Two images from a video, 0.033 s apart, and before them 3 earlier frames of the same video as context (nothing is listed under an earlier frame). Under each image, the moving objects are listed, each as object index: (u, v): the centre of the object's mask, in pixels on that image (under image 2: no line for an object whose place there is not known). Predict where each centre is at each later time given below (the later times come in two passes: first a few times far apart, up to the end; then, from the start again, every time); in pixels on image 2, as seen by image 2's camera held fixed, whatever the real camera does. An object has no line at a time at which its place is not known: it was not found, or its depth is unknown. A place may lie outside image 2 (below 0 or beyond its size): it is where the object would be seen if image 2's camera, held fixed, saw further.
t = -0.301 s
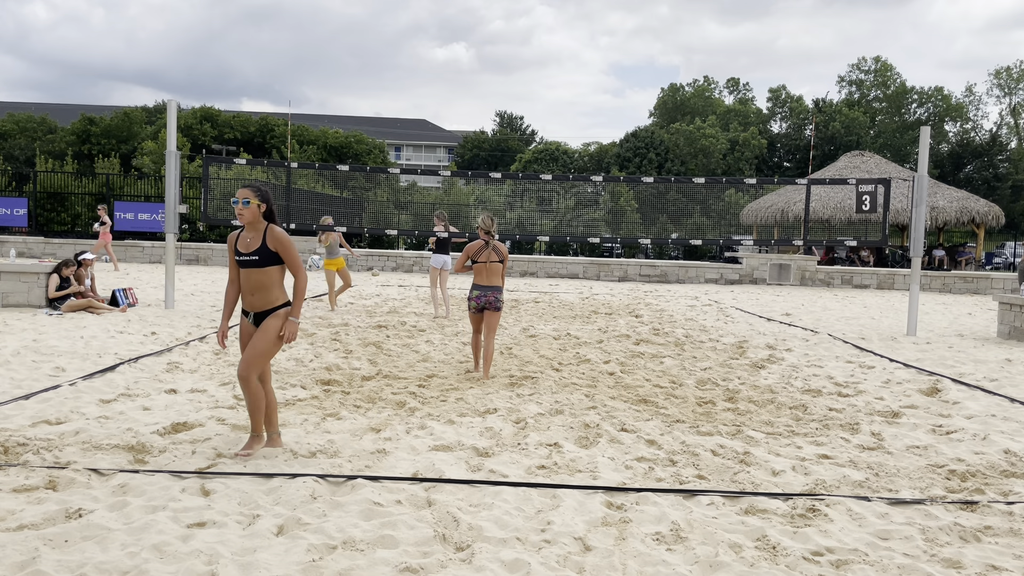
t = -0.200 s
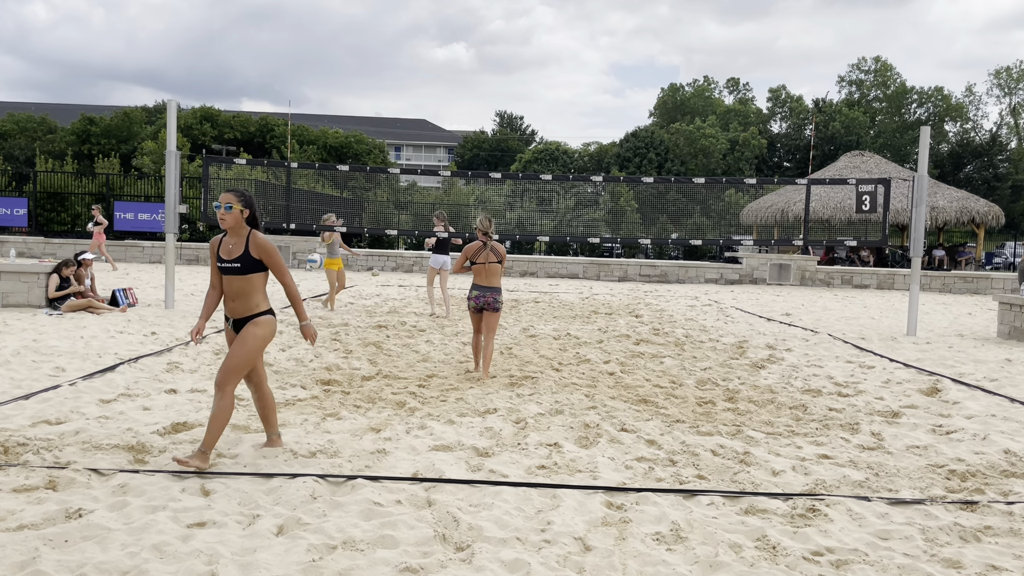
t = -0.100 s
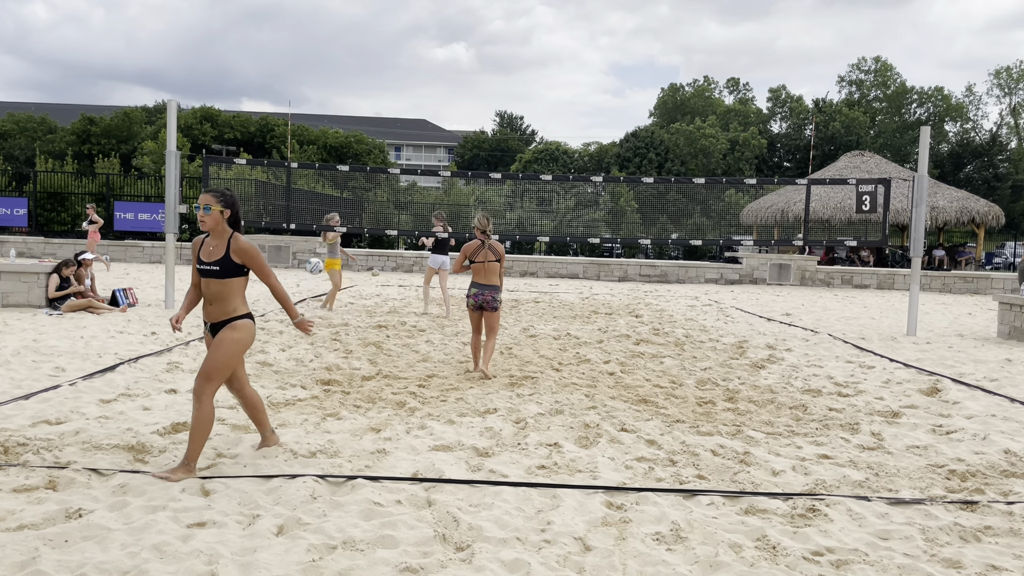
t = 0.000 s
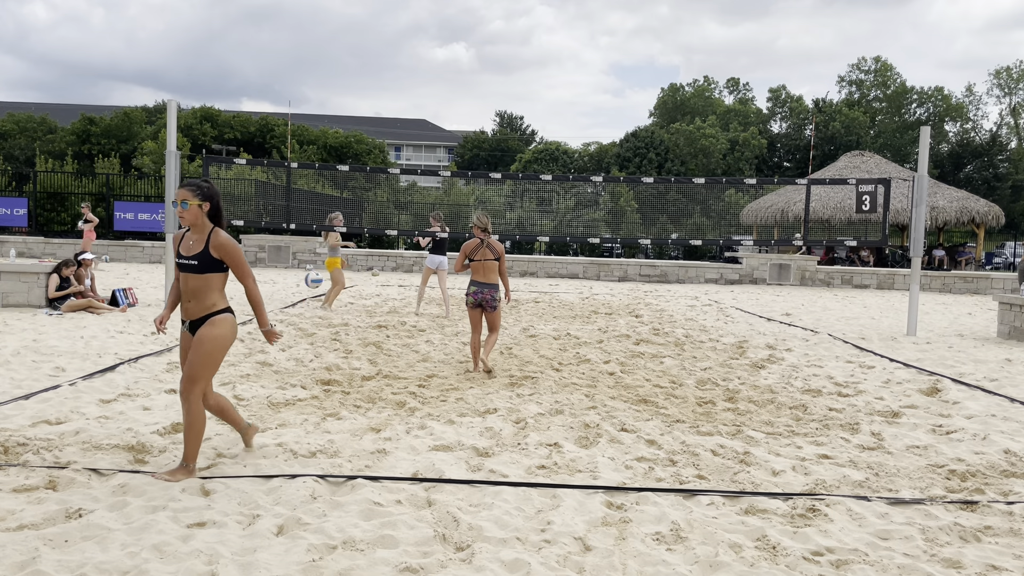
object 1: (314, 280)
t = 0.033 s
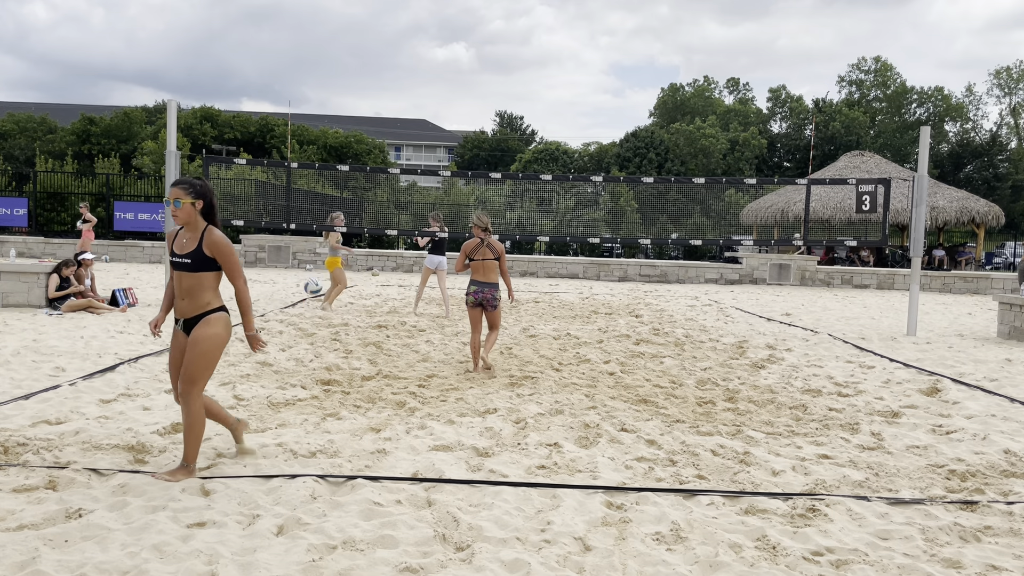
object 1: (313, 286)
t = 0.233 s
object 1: (310, 347)
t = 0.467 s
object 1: (305, 358)
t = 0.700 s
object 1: (298, 366)
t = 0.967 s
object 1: (289, 382)
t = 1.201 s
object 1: (282, 396)
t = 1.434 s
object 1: (267, 403)
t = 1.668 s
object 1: (245, 409)
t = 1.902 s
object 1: (233, 420)
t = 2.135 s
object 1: (226, 418)
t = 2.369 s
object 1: (226, 419)
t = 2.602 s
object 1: (229, 425)
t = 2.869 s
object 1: (234, 430)
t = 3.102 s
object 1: (232, 430)
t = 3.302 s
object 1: (228, 430)
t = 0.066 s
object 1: (312, 294)
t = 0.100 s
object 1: (311, 302)
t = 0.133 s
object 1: (311, 313)
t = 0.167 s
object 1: (310, 324)
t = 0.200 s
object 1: (309, 337)
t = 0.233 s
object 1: (310, 347)
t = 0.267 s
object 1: (308, 347)
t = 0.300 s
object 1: (308, 346)
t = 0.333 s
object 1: (308, 347)
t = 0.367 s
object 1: (307, 350)
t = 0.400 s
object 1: (307, 353)
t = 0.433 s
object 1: (306, 356)
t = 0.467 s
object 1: (305, 358)
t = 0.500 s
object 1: (304, 359)
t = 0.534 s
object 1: (303, 360)
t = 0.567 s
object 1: (302, 361)
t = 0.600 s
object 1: (301, 363)
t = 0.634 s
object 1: (300, 364)
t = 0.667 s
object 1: (299, 366)
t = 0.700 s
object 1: (298, 366)
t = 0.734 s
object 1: (297, 367)
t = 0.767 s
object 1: (296, 369)
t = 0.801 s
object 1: (294, 373)
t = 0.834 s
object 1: (293, 378)
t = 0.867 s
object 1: (292, 381)
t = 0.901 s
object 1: (291, 381)
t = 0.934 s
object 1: (290, 381)
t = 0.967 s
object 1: (289, 382)
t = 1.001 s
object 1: (288, 384)
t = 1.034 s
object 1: (287, 386)
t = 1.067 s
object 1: (287, 389)
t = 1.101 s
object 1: (286, 392)
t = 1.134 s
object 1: (285, 394)
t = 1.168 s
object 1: (284, 395)
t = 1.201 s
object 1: (282, 396)
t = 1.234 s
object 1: (281, 397)
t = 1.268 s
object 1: (280, 400)
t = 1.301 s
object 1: (278, 402)
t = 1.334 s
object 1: (276, 401)
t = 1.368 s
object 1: (273, 401)
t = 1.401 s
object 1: (270, 402)
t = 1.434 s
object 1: (267, 403)
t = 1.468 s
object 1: (264, 405)
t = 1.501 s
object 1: (260, 407)
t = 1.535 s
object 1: (256, 409)
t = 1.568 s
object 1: (253, 409)
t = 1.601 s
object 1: (250, 409)
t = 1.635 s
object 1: (247, 408)
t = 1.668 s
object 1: (245, 409)
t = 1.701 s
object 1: (242, 410)
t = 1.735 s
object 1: (240, 412)
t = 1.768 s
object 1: (238, 415)
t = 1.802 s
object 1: (236, 418)
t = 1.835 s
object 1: (235, 420)
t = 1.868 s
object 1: (234, 421)
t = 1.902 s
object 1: (233, 420)
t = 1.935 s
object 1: (232, 419)
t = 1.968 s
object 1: (230, 419)
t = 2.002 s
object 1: (229, 418)
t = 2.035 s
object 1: (228, 418)
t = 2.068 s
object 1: (227, 418)
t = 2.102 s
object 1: (227, 418)
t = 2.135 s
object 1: (226, 418)
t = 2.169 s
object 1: (226, 418)
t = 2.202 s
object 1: (226, 418)
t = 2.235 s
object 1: (226, 418)
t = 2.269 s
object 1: (226, 418)
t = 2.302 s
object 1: (226, 419)
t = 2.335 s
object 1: (226, 419)
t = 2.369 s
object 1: (226, 419)
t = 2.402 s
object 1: (227, 420)
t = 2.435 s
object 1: (227, 421)
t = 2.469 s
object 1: (227, 421)
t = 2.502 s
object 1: (228, 422)
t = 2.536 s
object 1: (228, 423)
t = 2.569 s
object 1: (229, 424)
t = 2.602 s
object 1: (229, 425)
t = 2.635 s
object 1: (228, 427)
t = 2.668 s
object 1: (228, 429)
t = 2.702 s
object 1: (228, 430)
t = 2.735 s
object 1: (229, 430)
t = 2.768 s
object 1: (230, 430)
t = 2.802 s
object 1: (231, 430)
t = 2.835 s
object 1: (232, 430)
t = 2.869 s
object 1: (234, 430)
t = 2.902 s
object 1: (234, 430)
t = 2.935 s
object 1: (234, 430)
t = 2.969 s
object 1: (234, 430)
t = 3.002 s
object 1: (234, 430)
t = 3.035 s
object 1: (233, 430)
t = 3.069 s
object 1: (232, 430)
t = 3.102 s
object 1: (232, 430)
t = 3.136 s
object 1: (232, 430)
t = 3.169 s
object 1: (231, 430)
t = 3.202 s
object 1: (230, 430)
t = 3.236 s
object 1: (229, 430)
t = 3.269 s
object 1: (228, 430)
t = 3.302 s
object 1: (228, 430)
